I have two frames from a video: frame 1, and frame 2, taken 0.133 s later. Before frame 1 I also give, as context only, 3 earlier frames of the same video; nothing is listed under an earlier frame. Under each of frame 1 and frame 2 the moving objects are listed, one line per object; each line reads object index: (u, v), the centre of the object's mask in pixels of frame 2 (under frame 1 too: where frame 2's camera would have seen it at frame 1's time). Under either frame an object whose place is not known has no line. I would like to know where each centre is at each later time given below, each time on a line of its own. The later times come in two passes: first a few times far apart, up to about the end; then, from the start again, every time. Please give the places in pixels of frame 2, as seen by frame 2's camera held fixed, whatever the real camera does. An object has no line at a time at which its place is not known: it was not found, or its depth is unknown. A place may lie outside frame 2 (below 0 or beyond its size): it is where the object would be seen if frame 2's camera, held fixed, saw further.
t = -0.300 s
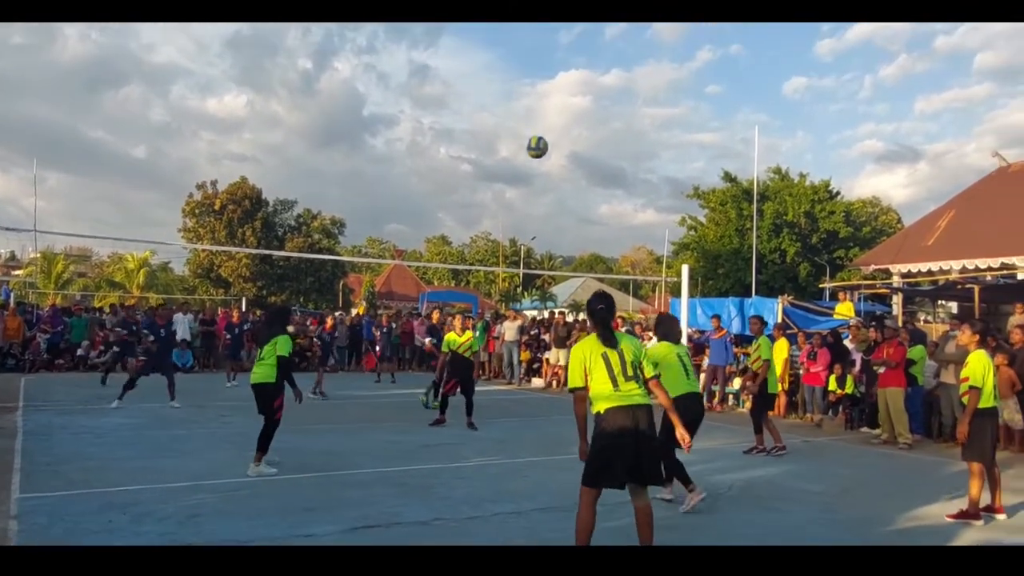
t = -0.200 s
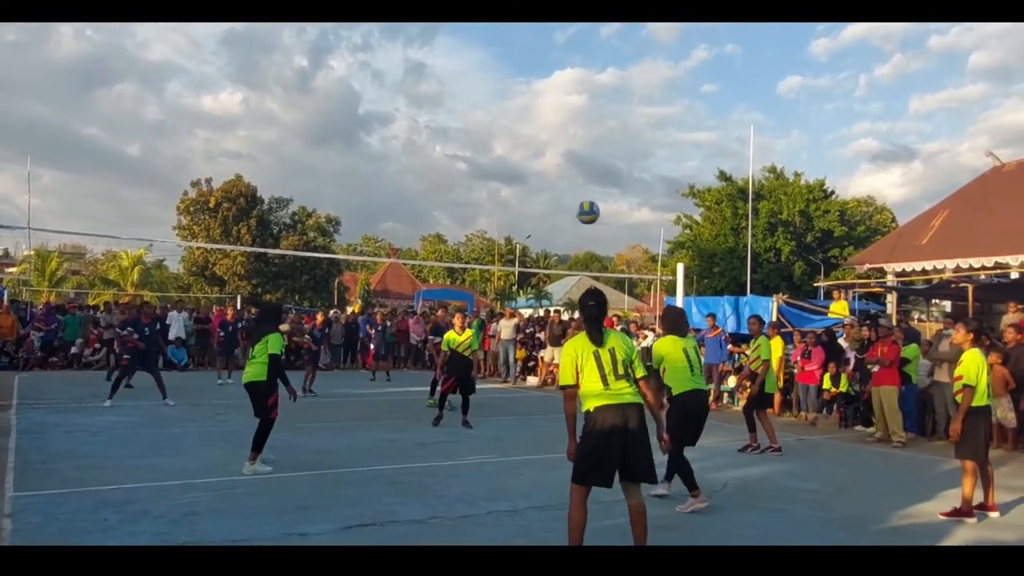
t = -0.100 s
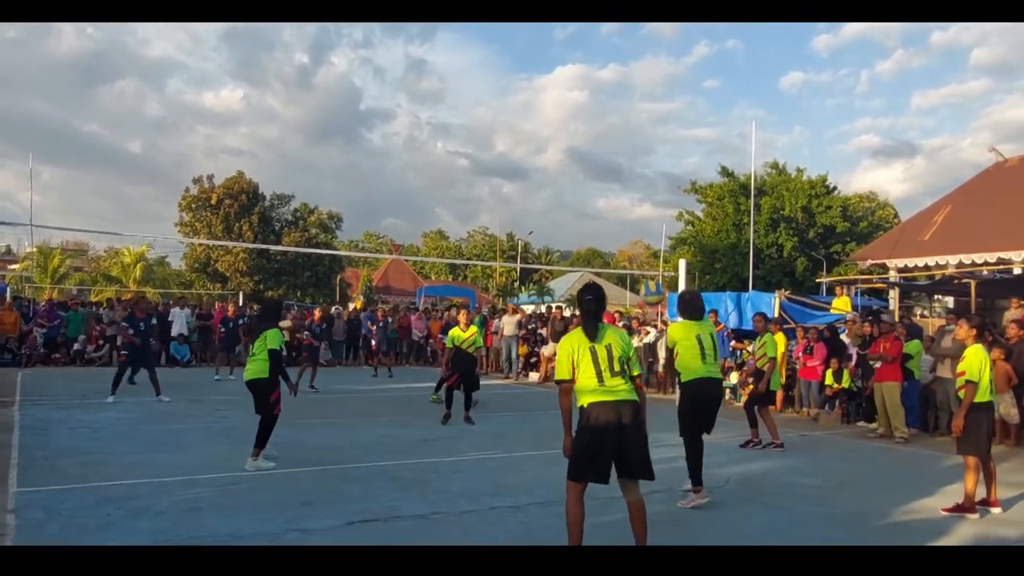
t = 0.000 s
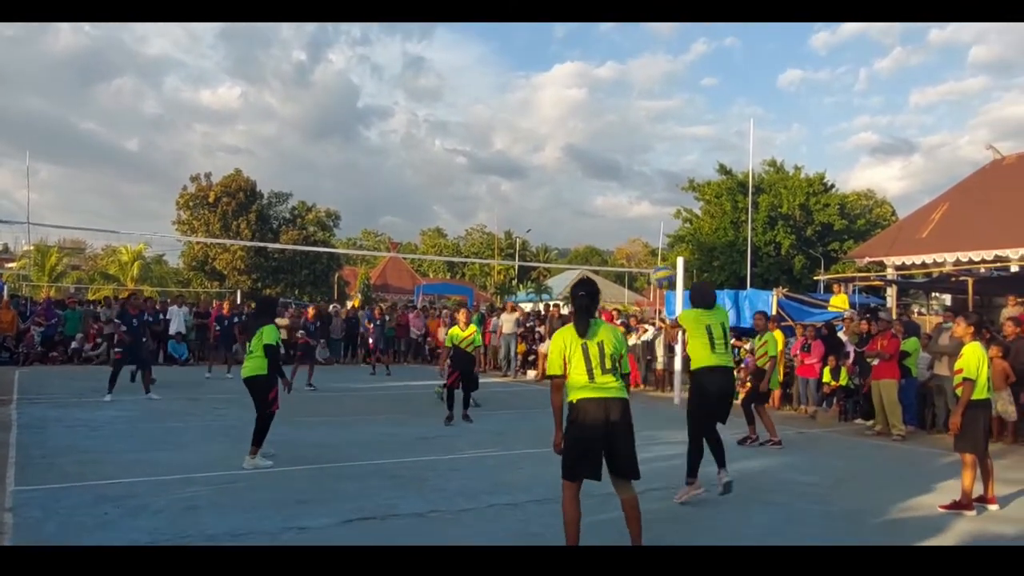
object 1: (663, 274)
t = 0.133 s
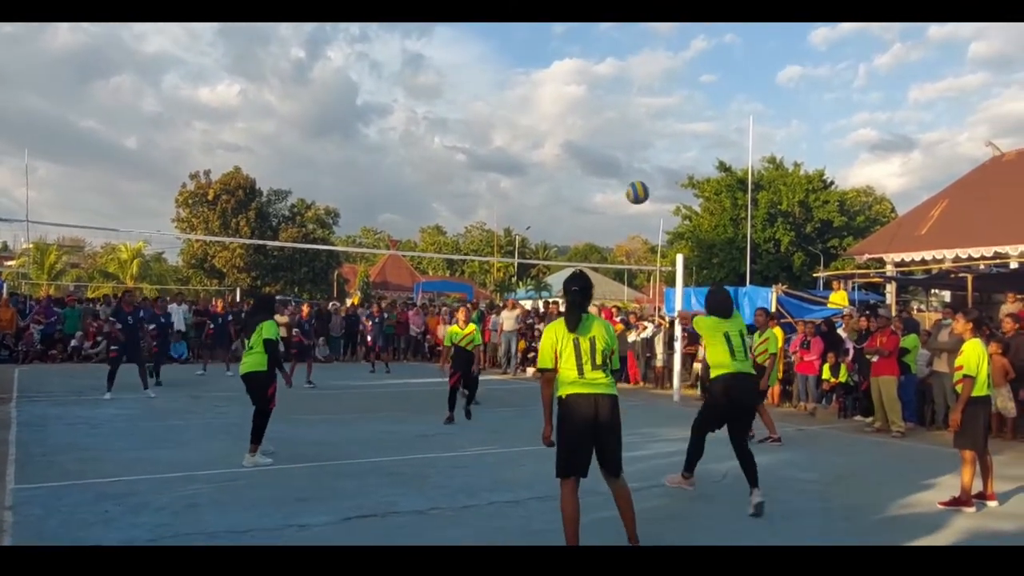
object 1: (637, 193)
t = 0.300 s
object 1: (610, 130)
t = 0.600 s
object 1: (569, 103)
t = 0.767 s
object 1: (548, 122)
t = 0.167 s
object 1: (631, 177)
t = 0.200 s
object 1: (626, 163)
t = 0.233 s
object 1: (620, 151)
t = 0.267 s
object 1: (615, 140)
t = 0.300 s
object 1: (610, 130)
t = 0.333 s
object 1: (605, 122)
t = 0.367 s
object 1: (600, 116)
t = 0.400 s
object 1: (595, 110)
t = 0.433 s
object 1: (590, 106)
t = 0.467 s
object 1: (585, 104)
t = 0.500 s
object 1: (581, 102)
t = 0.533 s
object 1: (577, 101)
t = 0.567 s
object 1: (573, 101)
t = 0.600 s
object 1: (569, 103)
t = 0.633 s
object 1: (565, 105)
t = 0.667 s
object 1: (560, 108)
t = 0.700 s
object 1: (556, 111)
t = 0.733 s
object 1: (553, 116)
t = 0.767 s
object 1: (548, 122)
